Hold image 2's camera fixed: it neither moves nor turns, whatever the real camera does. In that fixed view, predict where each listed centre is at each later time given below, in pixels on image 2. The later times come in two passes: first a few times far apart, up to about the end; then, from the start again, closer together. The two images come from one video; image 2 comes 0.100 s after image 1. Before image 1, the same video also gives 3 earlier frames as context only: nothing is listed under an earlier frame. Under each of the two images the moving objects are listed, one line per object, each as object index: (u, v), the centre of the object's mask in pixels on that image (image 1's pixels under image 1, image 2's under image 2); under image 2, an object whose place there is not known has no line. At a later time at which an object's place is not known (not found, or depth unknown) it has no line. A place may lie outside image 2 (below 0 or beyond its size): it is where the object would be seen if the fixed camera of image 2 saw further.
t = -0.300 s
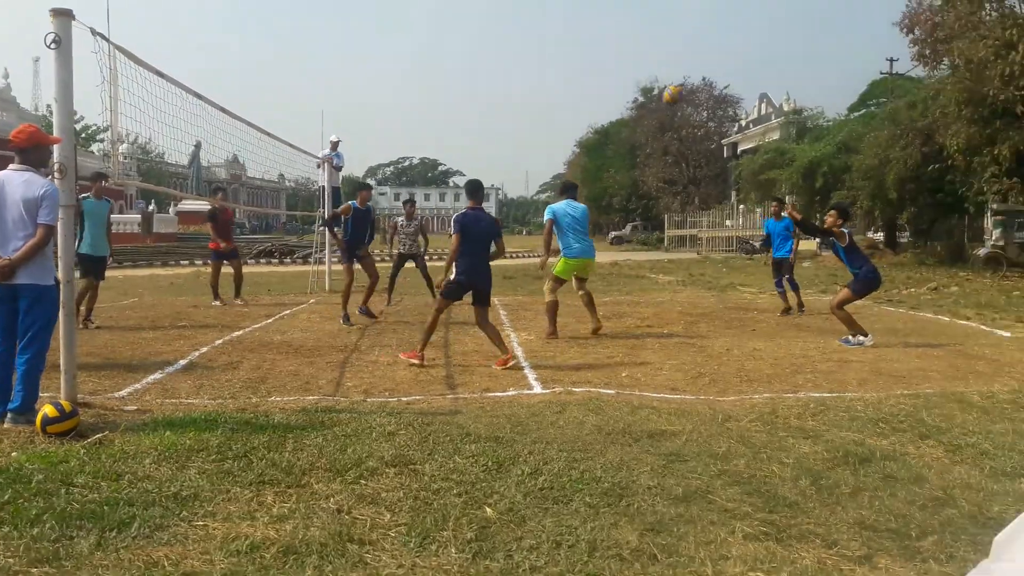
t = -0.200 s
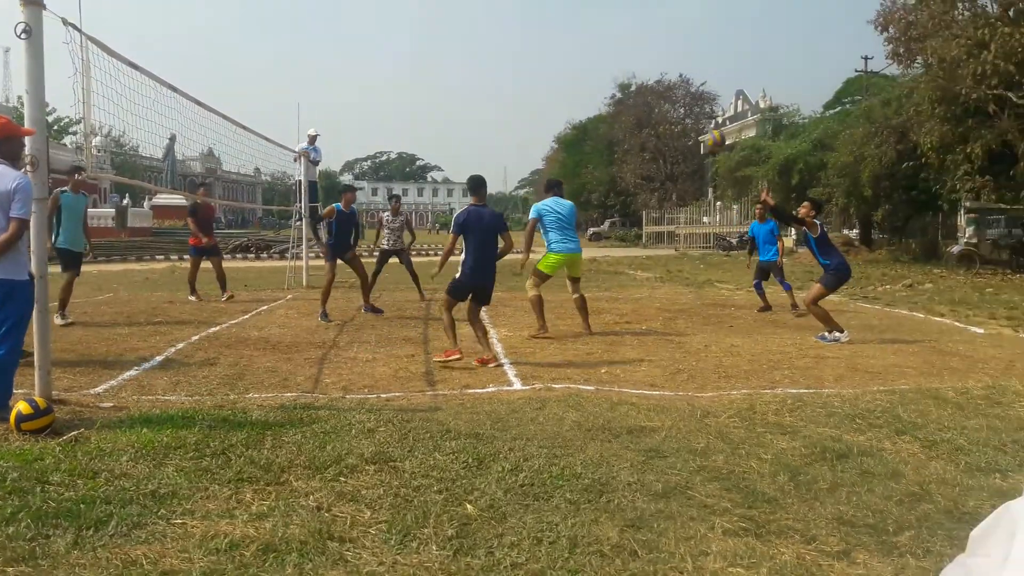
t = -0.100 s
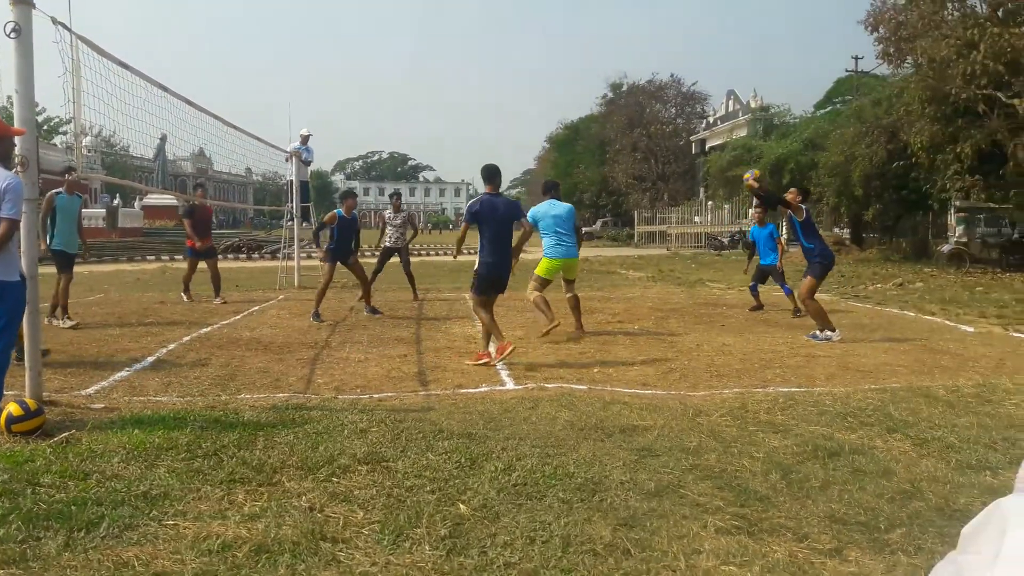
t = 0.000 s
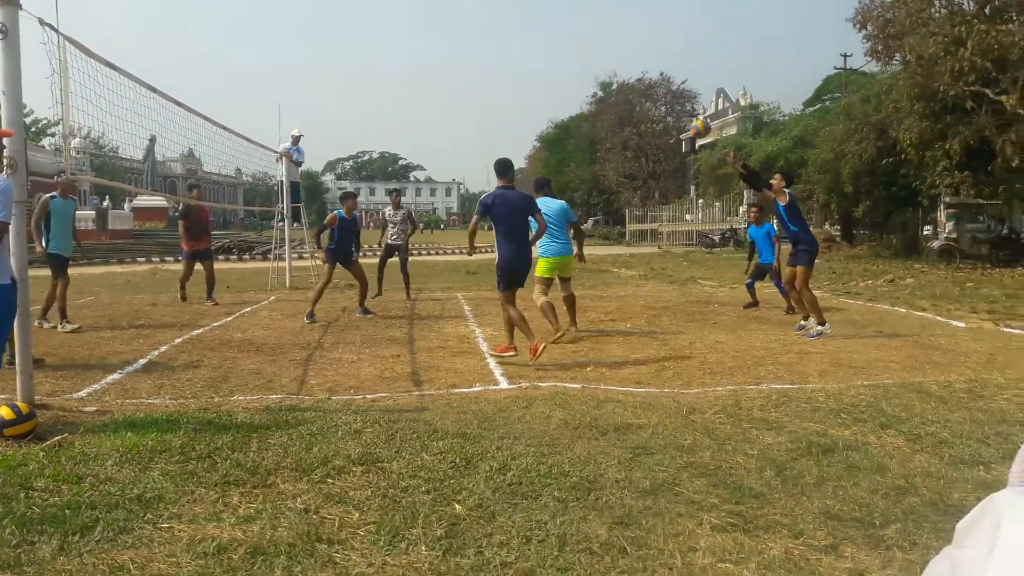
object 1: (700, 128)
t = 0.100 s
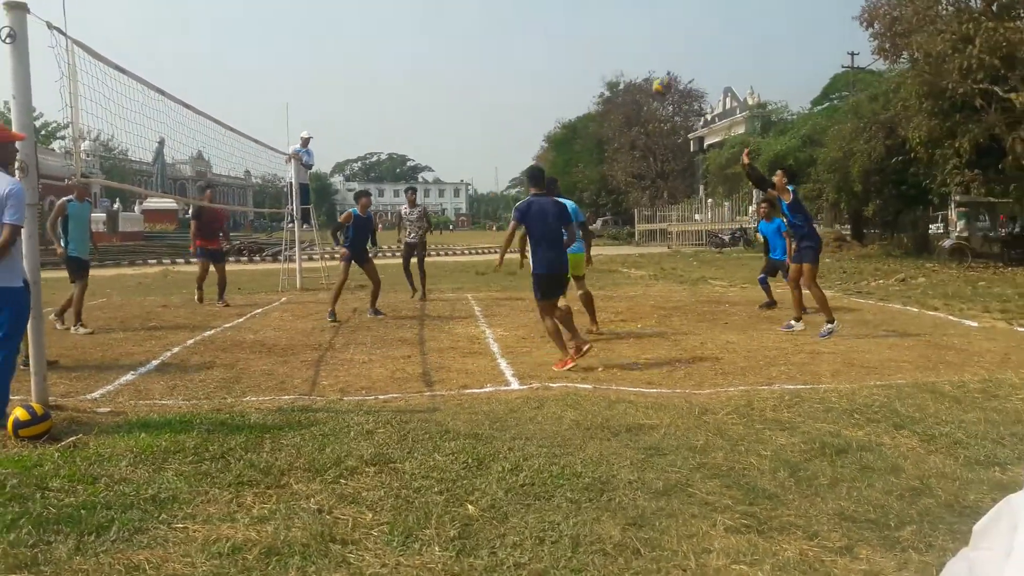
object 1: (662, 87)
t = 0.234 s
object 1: (603, 49)
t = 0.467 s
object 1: (508, 28)
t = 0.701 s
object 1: (424, 54)
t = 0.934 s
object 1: (344, 121)
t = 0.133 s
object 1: (648, 76)
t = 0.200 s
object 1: (618, 56)
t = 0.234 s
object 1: (603, 49)
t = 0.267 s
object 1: (588, 42)
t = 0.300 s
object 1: (574, 36)
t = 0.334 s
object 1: (562, 33)
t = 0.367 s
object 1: (548, 30)
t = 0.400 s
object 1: (535, 29)
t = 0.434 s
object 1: (521, 26)
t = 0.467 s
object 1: (508, 28)
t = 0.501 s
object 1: (496, 27)
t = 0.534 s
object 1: (485, 31)
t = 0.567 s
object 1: (473, 34)
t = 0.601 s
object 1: (461, 37)
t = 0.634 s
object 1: (449, 41)
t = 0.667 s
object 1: (436, 48)
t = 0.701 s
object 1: (424, 54)
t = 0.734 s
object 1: (411, 61)
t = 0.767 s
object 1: (399, 70)
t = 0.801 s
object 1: (387, 80)
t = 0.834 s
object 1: (376, 89)
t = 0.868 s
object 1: (365, 100)
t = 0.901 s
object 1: (354, 111)
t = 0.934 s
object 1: (344, 121)
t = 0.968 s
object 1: (334, 134)
